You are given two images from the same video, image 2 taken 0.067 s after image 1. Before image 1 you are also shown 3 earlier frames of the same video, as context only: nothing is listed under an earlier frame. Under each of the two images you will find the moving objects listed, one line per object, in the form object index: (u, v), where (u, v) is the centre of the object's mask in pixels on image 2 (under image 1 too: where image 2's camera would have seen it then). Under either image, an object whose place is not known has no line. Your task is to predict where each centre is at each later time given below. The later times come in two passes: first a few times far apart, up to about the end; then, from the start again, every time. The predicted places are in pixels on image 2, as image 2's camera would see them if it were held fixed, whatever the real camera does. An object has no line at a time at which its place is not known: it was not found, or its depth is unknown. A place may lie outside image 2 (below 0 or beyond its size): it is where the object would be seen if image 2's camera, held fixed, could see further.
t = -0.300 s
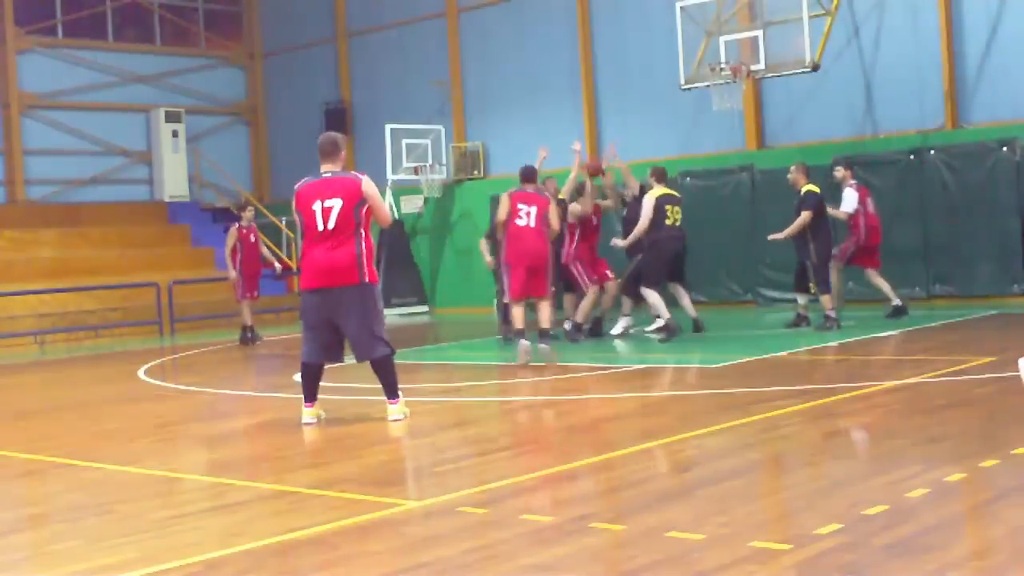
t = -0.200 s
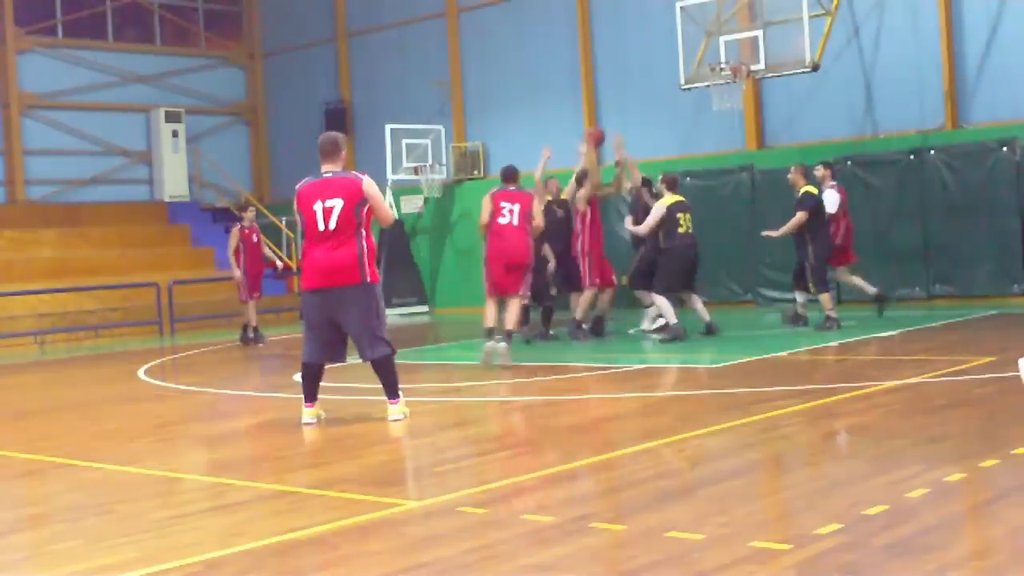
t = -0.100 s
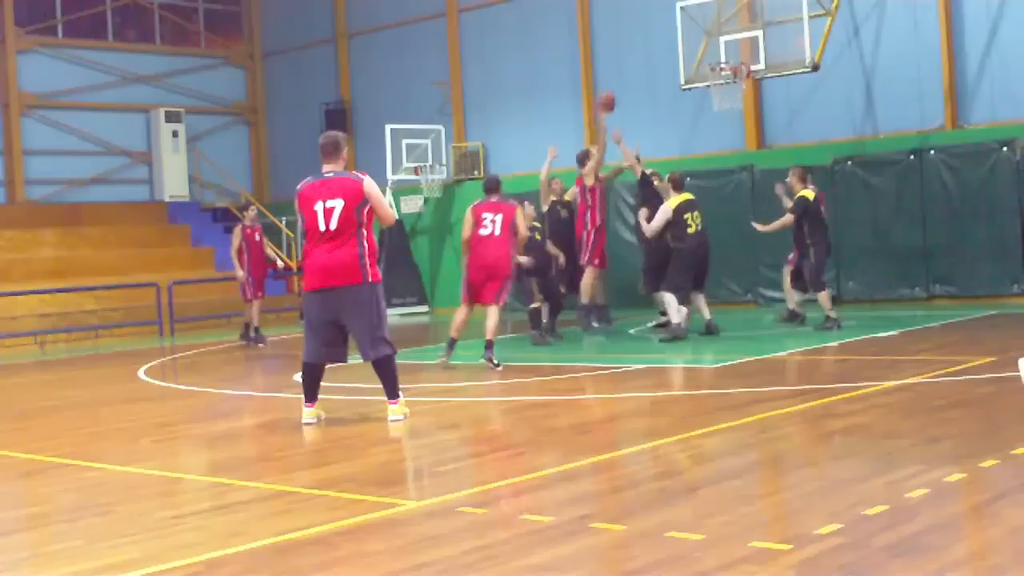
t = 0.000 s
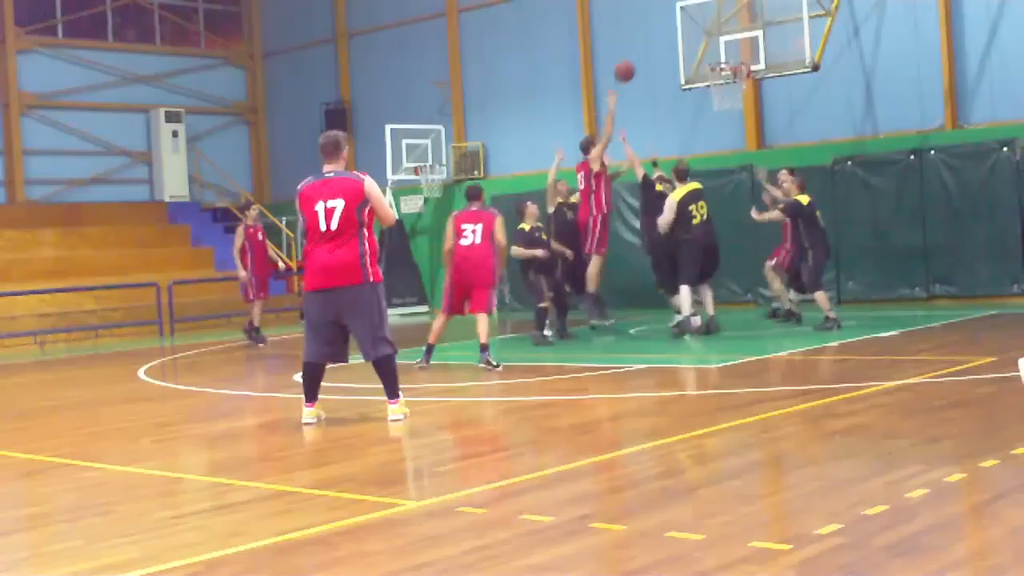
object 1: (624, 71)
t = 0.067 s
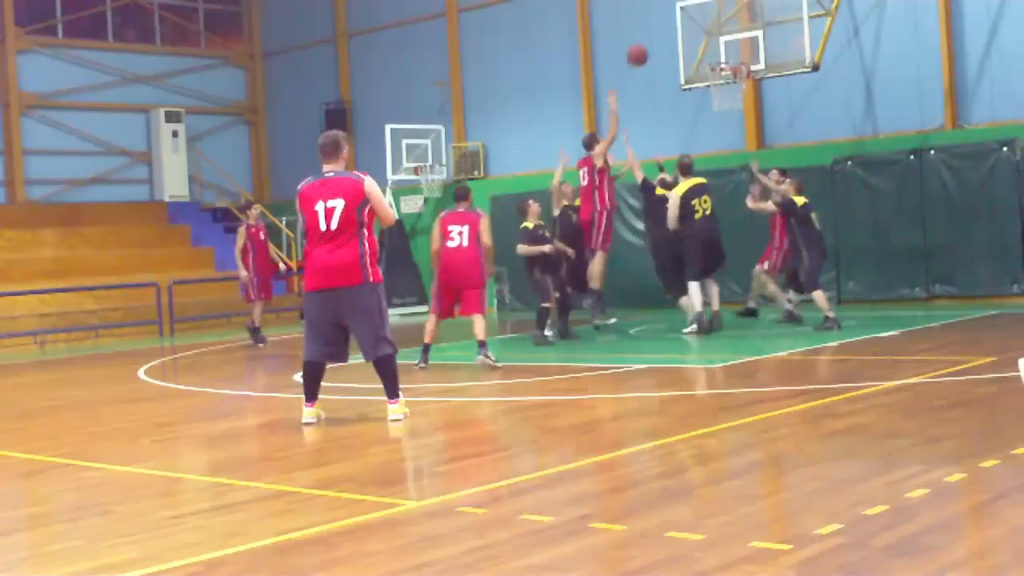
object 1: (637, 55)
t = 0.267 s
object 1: (676, 33)
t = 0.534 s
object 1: (728, 55)
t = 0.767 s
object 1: (739, 31)
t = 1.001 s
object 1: (745, 47)
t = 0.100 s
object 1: (644, 49)
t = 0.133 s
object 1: (650, 44)
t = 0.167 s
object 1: (656, 40)
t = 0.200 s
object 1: (664, 36)
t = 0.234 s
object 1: (669, 34)
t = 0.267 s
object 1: (676, 33)
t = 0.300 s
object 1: (683, 33)
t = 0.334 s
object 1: (690, 33)
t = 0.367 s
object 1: (696, 35)
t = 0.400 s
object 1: (703, 36)
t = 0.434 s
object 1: (709, 40)
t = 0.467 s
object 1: (715, 43)
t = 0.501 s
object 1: (722, 50)
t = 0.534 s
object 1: (728, 55)
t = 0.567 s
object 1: (732, 53)
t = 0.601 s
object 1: (734, 47)
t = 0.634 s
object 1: (736, 42)
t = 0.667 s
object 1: (737, 38)
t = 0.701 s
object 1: (738, 34)
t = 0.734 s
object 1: (739, 32)
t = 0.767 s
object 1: (739, 31)
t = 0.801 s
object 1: (740, 30)
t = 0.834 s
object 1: (740, 31)
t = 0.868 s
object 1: (741, 32)
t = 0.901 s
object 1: (742, 35)
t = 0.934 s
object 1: (743, 37)
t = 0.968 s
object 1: (743, 41)
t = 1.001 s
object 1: (745, 47)
